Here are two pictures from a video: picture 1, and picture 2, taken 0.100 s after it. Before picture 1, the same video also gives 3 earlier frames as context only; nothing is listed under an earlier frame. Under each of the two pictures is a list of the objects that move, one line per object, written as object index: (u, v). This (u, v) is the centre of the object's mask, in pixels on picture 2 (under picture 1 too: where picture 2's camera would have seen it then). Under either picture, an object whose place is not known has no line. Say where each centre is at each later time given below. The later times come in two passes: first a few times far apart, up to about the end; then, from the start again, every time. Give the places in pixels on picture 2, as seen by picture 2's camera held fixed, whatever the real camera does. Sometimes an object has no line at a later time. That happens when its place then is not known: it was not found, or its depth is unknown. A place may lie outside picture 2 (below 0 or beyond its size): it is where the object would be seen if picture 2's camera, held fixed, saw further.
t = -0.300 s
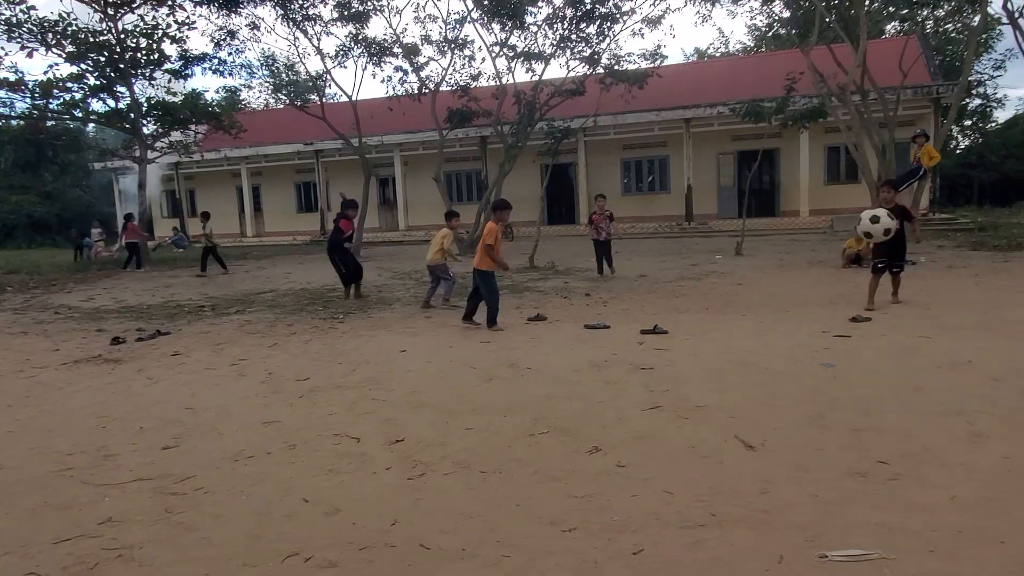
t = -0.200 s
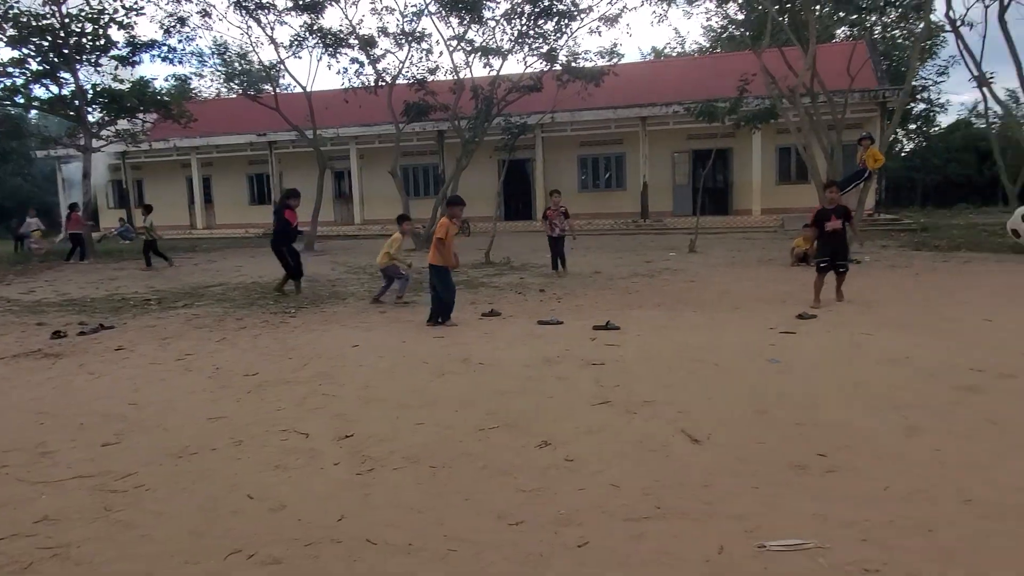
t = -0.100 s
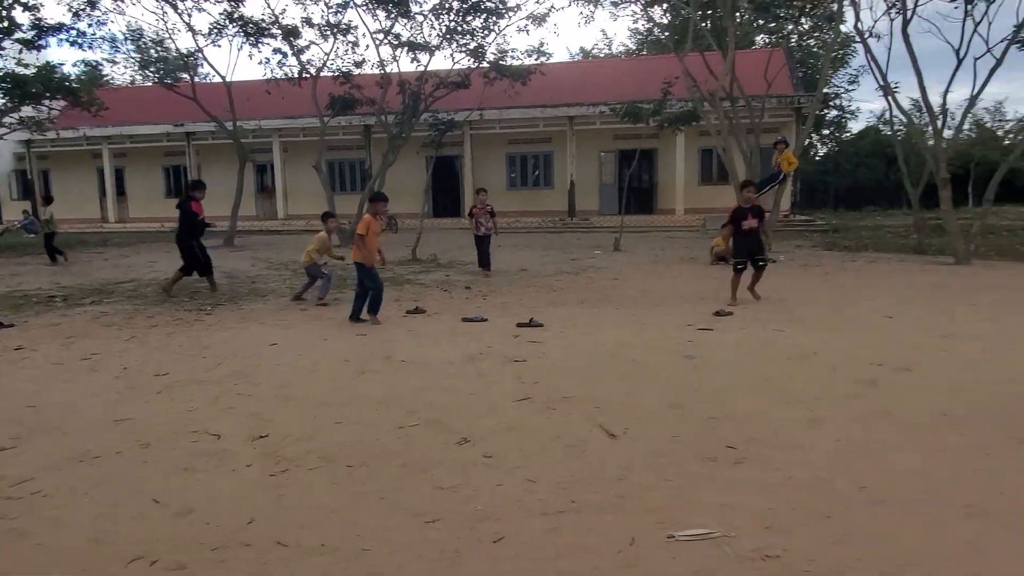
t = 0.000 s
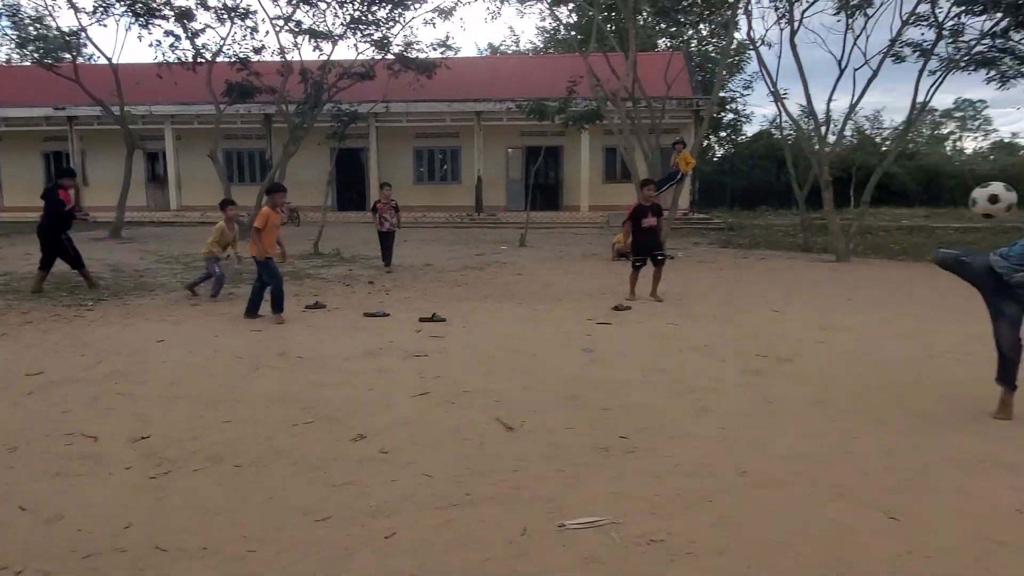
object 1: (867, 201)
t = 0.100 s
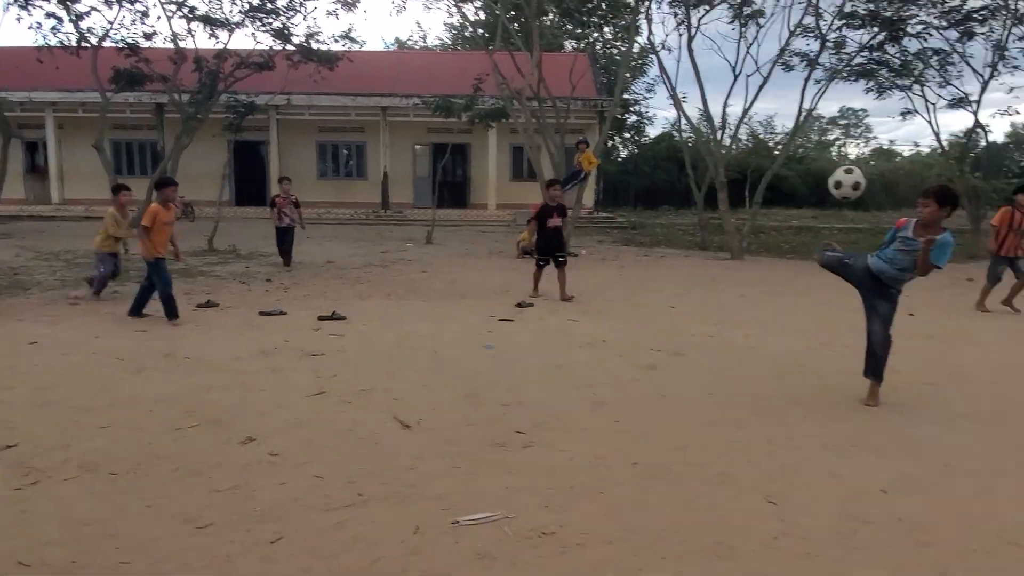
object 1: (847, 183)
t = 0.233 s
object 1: (824, 182)
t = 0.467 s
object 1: (797, 227)
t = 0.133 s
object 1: (842, 180)
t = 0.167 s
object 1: (837, 180)
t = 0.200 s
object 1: (830, 180)
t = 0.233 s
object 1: (824, 182)
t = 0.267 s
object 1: (819, 184)
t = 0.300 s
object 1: (815, 189)
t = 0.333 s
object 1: (810, 195)
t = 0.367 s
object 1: (806, 201)
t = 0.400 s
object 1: (801, 209)
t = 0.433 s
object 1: (800, 218)
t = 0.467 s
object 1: (797, 227)
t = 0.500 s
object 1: (795, 237)
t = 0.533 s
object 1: (792, 249)
